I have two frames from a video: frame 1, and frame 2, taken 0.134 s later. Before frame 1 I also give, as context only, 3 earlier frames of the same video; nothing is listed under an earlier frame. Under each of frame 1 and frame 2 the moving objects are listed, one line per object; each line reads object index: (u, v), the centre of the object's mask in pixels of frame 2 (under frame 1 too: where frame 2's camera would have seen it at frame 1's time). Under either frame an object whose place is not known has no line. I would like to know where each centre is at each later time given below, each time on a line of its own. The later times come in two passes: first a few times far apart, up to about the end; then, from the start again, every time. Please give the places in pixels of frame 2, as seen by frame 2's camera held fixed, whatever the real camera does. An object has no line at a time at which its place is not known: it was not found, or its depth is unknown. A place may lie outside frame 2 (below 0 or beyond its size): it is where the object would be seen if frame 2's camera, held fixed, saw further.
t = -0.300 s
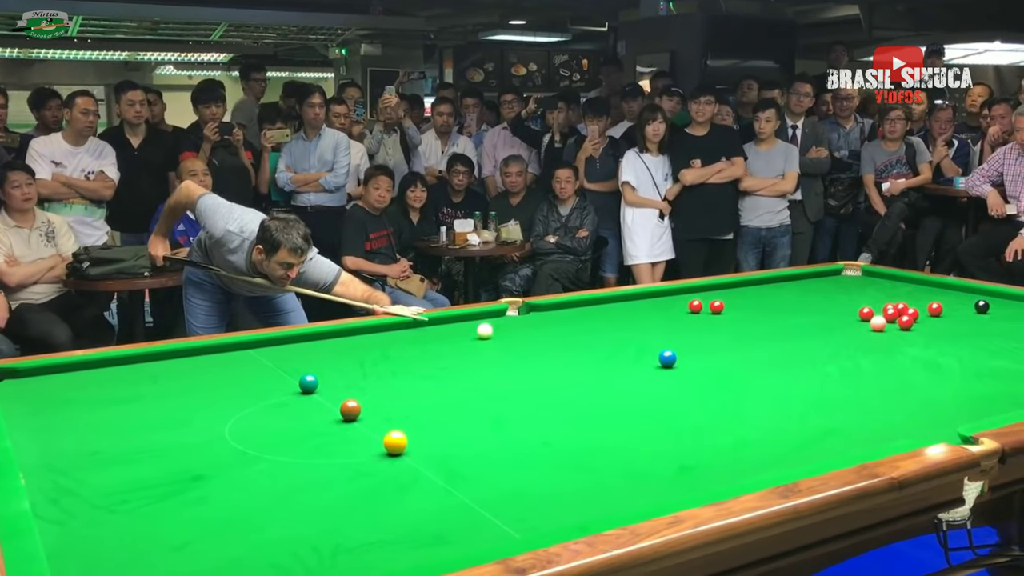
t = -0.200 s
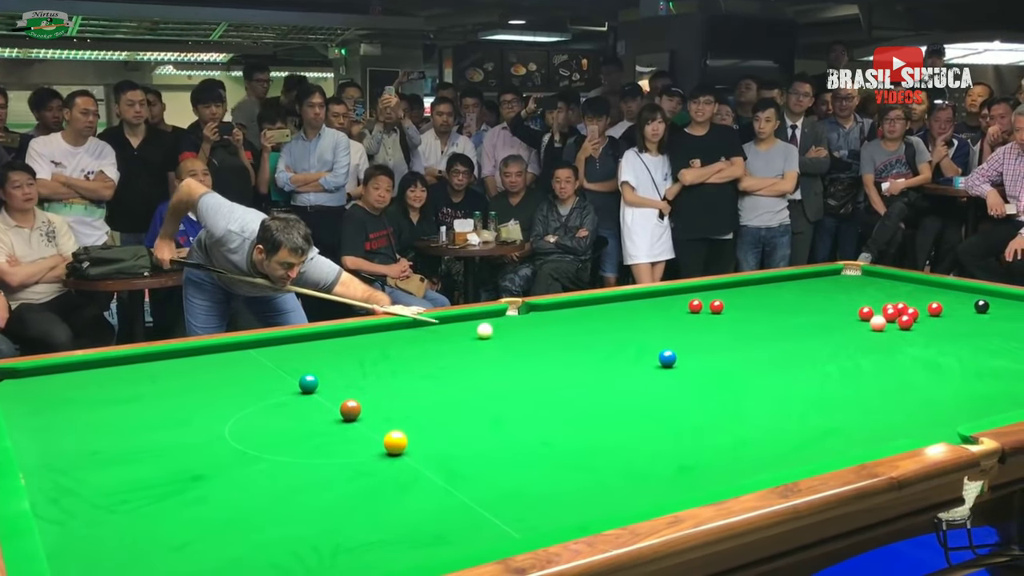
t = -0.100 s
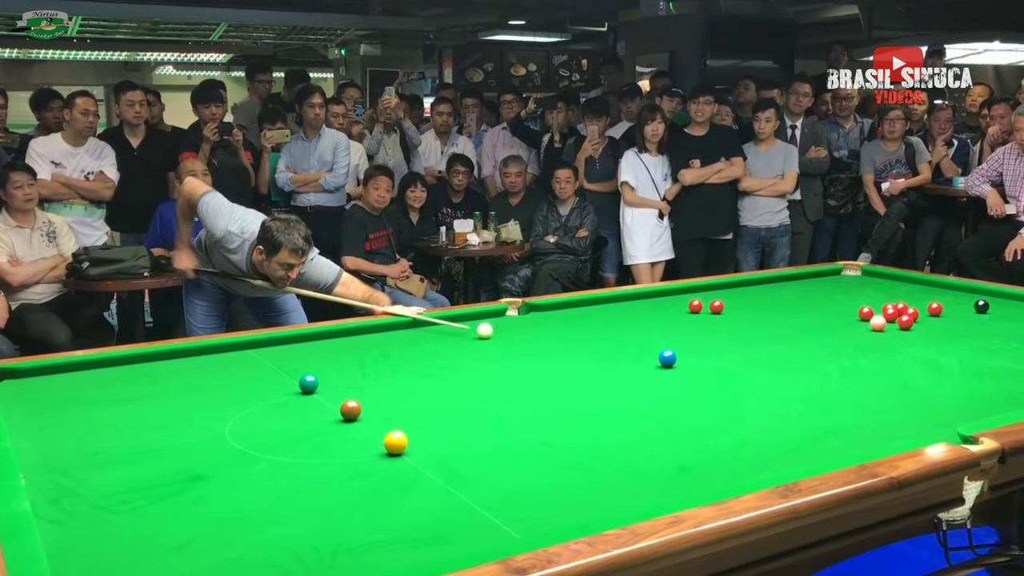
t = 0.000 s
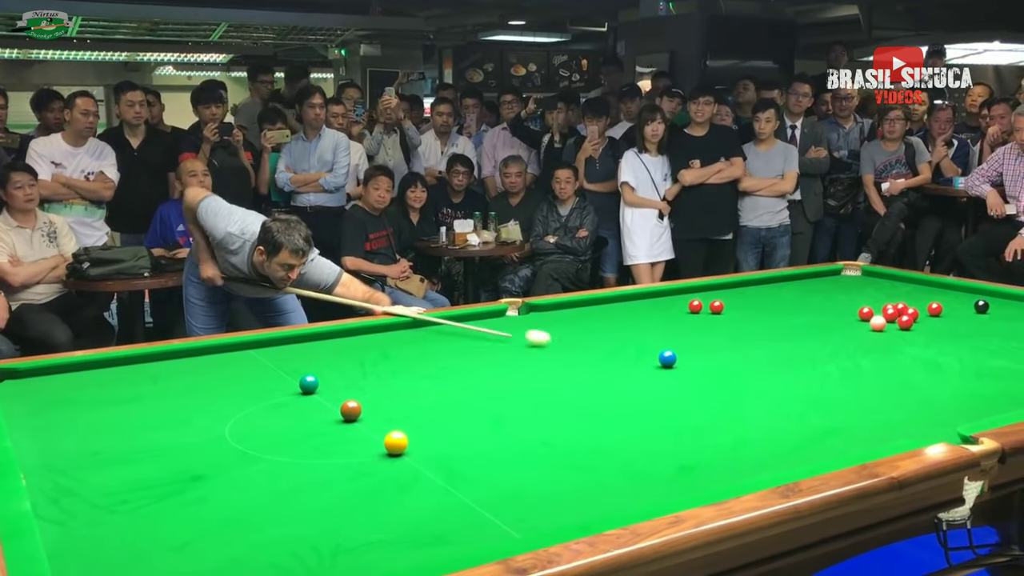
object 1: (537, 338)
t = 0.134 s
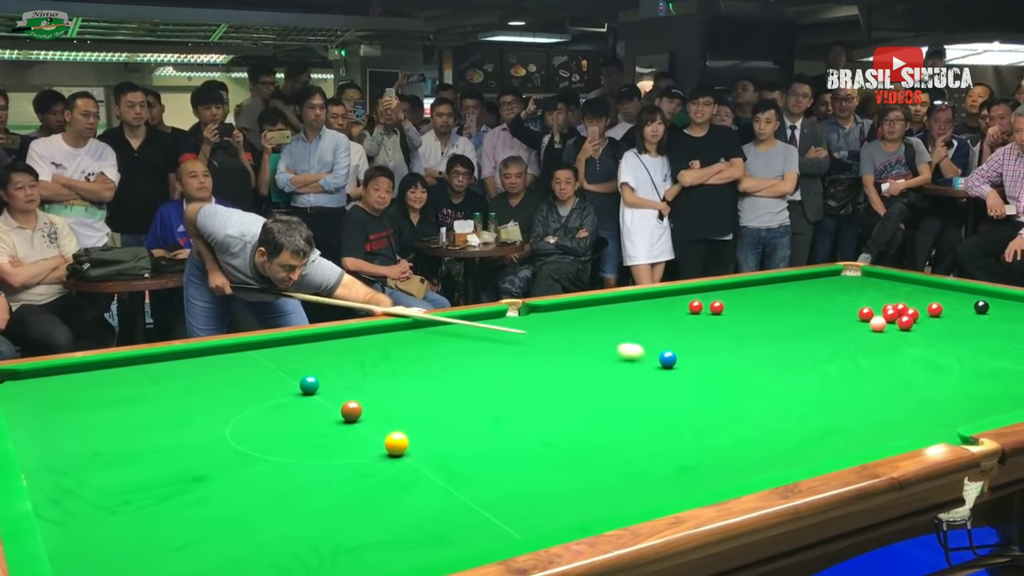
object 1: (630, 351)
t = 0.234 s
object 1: (671, 353)
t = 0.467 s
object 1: (724, 349)
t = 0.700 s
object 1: (774, 344)
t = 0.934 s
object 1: (821, 340)
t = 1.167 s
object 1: (866, 336)
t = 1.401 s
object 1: (908, 332)
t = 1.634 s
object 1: (948, 328)
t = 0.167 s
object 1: (651, 354)
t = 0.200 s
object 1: (662, 354)
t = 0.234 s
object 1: (671, 353)
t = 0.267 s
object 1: (679, 352)
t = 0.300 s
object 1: (686, 352)
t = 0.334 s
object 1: (694, 351)
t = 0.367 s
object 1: (701, 351)
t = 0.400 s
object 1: (709, 350)
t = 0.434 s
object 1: (716, 349)
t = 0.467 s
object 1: (724, 349)
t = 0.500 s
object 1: (731, 348)
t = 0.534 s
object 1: (739, 348)
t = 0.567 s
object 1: (746, 347)
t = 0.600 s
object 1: (753, 346)
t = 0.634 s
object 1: (760, 345)
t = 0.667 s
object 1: (767, 345)
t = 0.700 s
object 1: (774, 344)
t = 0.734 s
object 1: (781, 344)
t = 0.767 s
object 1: (788, 343)
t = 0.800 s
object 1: (795, 343)
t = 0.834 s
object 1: (802, 342)
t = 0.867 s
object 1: (808, 341)
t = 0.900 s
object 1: (814, 341)
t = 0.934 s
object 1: (821, 340)
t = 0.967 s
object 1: (828, 340)
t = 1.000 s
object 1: (834, 339)
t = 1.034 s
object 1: (840, 339)
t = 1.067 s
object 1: (847, 338)
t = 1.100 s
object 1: (853, 338)
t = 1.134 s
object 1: (860, 337)
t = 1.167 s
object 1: (866, 336)
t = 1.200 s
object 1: (872, 335)
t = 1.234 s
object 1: (878, 335)
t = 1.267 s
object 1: (884, 334)
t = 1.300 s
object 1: (890, 334)
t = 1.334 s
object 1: (896, 333)
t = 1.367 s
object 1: (902, 333)
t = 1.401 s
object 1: (908, 332)
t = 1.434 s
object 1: (914, 332)
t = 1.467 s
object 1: (920, 331)
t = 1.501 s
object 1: (925, 331)
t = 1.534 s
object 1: (931, 330)
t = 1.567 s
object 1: (937, 330)
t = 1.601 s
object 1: (943, 329)
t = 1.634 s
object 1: (948, 328)
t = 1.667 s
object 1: (954, 328)
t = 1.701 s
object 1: (960, 327)
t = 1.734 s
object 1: (966, 327)
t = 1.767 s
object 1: (971, 327)
